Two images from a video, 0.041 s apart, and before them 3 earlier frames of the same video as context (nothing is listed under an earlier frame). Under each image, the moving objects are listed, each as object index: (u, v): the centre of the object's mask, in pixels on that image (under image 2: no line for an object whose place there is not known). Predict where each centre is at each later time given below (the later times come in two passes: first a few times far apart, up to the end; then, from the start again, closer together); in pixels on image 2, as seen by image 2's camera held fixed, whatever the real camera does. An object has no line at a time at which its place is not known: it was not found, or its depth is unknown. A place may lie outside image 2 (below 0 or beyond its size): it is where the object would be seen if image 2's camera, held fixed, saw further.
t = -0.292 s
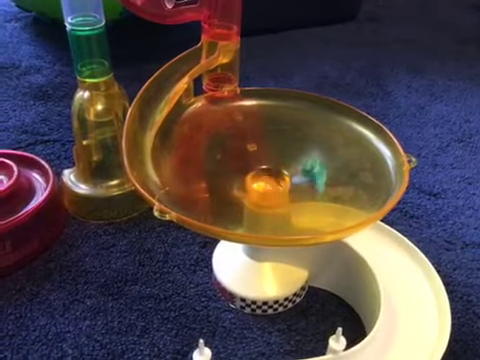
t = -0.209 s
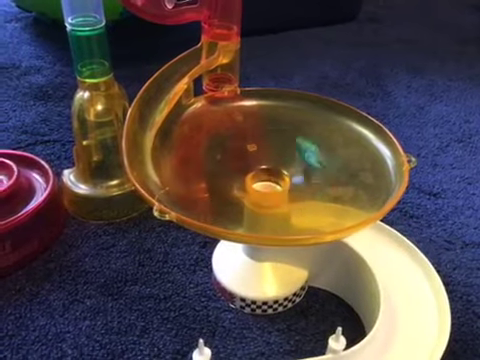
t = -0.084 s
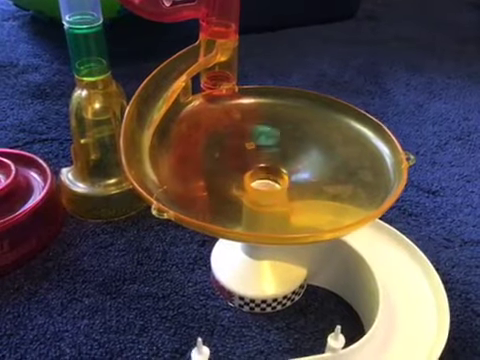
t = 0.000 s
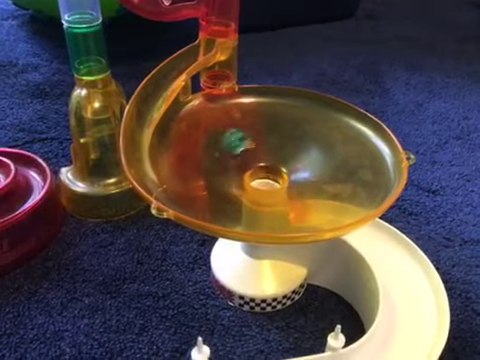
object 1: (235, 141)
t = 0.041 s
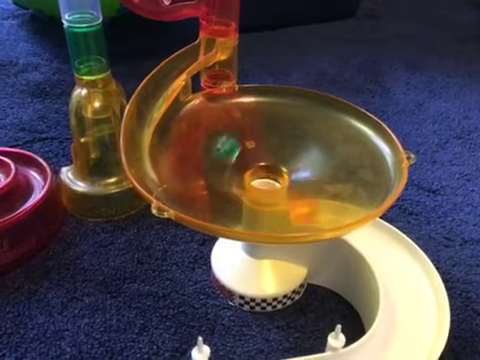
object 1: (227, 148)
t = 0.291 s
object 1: (291, 187)
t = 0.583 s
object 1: (265, 144)
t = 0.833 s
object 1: (232, 176)
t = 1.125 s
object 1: (297, 152)
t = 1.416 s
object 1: (242, 175)
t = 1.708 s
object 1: (292, 160)
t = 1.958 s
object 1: (232, 165)
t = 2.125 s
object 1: (294, 177)
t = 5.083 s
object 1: (287, 175)
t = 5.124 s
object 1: (292, 170)
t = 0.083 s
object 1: (224, 160)
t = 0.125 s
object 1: (228, 169)
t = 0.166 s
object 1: (237, 178)
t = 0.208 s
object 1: (252, 184)
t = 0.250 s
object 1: (273, 189)
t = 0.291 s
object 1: (291, 187)
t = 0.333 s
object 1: (303, 185)
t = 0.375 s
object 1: (312, 179)
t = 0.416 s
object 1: (313, 171)
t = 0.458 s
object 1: (309, 163)
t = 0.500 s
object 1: (300, 154)
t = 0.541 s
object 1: (283, 148)
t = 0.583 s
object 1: (265, 144)
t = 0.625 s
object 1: (246, 143)
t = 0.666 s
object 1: (231, 146)
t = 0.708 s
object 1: (222, 153)
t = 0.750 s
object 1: (220, 160)
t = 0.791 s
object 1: (225, 171)
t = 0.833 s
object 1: (232, 176)
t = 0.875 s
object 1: (246, 181)
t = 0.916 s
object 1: (268, 183)
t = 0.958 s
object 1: (288, 183)
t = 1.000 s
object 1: (299, 178)
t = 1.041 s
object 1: (304, 168)
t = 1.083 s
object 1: (304, 160)
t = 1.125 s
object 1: (297, 152)
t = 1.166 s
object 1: (283, 146)
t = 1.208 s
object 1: (269, 142)
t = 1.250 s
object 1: (252, 144)
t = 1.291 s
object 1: (240, 149)
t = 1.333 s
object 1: (234, 158)
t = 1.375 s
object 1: (234, 168)
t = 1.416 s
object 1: (242, 175)
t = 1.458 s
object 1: (257, 182)
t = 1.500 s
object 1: (273, 185)
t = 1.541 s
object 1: (287, 184)
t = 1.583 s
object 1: (298, 180)
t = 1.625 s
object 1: (302, 172)
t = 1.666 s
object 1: (300, 167)
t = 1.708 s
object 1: (292, 160)
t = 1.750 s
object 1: (276, 152)
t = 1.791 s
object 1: (258, 148)
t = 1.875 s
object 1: (236, 150)
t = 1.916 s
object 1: (230, 157)
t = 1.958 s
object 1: (232, 165)
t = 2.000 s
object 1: (241, 173)
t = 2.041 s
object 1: (260, 179)
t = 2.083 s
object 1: (278, 180)
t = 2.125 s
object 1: (294, 177)
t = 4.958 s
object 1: (250, 169)
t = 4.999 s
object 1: (263, 176)
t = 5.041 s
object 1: (274, 177)
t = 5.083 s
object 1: (287, 175)
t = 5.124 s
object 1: (292, 170)
